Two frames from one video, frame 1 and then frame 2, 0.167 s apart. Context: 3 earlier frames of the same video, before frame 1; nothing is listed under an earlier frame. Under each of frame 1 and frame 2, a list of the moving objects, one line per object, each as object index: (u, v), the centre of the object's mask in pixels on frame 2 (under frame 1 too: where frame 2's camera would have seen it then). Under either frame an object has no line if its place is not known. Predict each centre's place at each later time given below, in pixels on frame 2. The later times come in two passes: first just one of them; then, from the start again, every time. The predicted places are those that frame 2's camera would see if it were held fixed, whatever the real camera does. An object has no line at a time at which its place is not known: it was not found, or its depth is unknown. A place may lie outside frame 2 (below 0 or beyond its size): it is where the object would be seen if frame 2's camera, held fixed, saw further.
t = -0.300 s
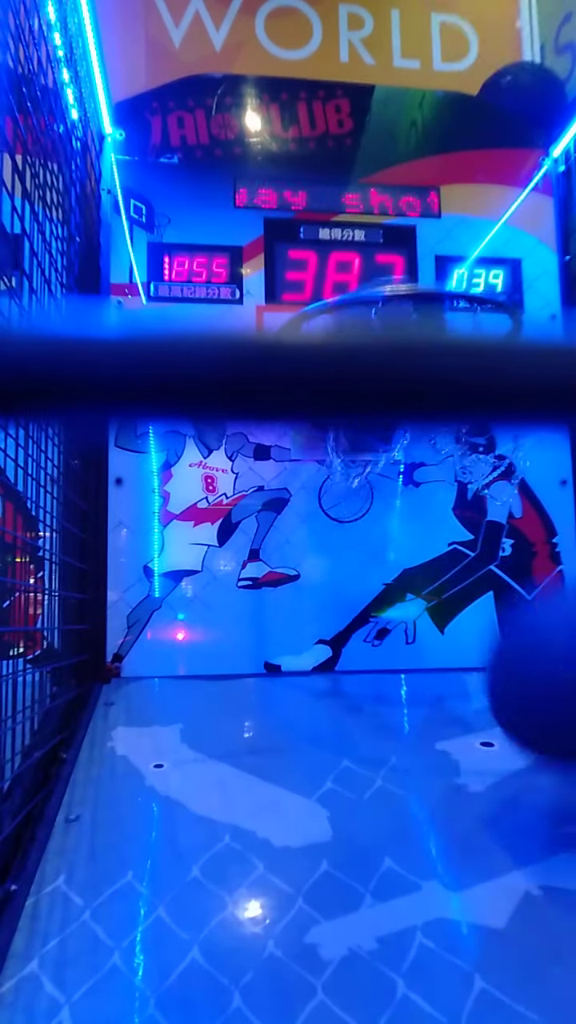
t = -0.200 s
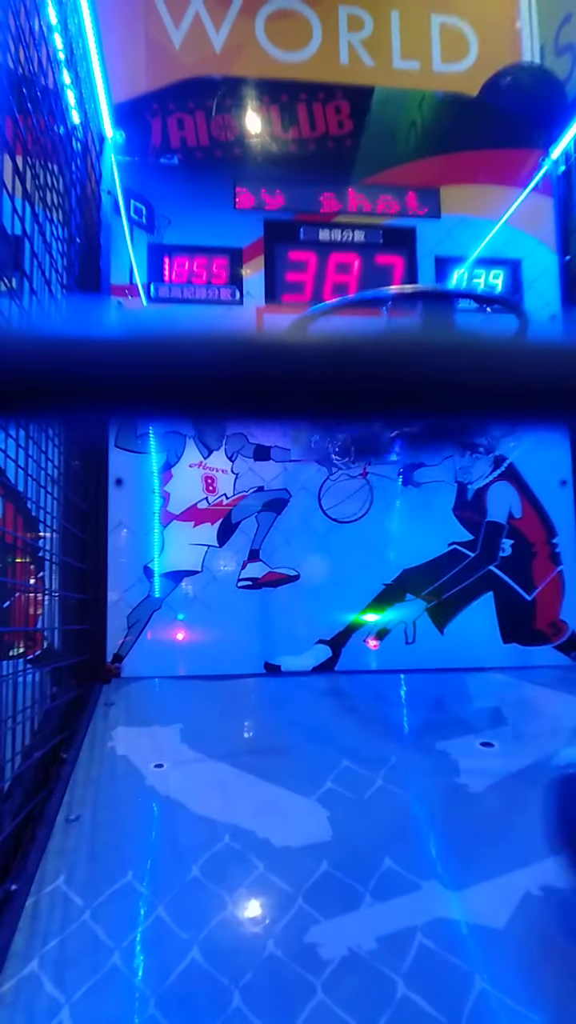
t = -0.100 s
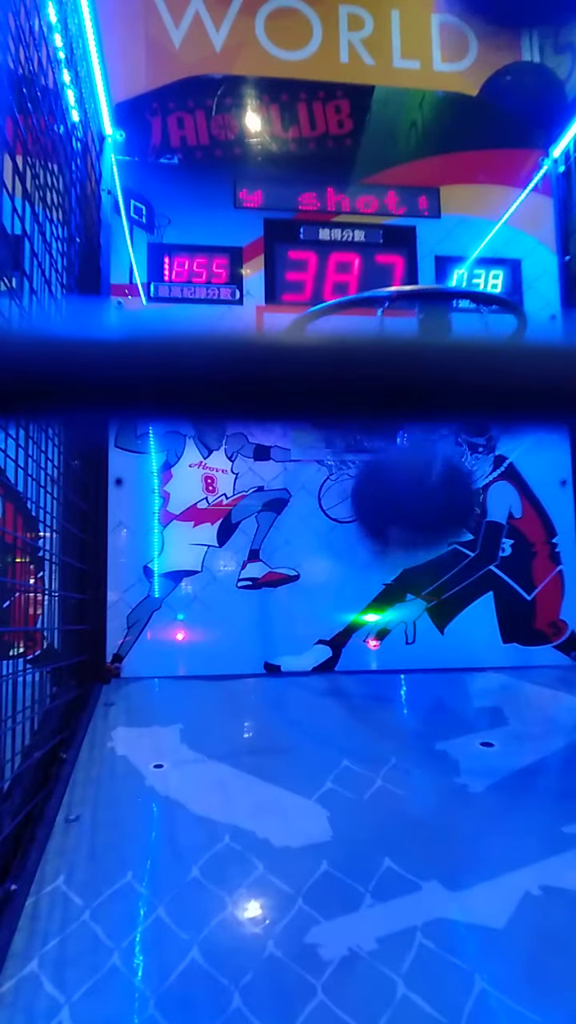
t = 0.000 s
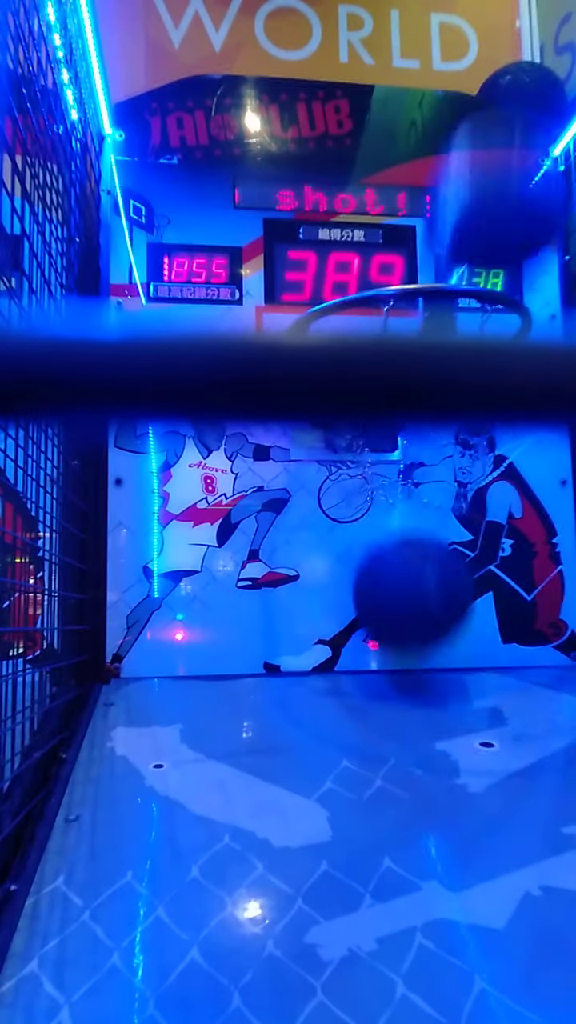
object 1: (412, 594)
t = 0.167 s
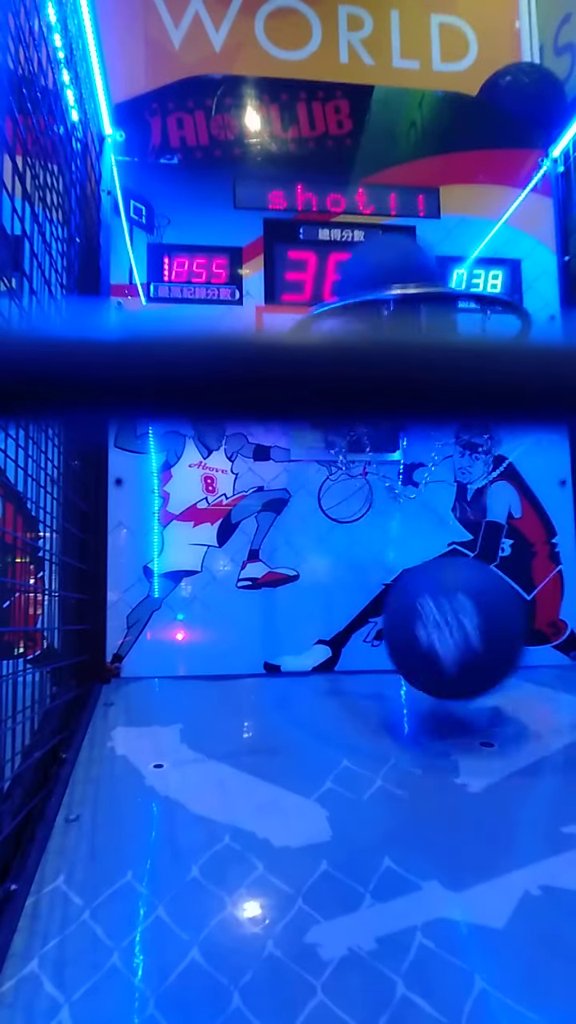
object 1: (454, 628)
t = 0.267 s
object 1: (493, 675)
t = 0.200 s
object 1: (464, 635)
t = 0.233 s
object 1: (478, 649)
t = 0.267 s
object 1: (493, 675)
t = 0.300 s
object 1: (506, 726)
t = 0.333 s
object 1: (513, 738)
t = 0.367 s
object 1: (522, 740)
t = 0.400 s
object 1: (531, 752)
